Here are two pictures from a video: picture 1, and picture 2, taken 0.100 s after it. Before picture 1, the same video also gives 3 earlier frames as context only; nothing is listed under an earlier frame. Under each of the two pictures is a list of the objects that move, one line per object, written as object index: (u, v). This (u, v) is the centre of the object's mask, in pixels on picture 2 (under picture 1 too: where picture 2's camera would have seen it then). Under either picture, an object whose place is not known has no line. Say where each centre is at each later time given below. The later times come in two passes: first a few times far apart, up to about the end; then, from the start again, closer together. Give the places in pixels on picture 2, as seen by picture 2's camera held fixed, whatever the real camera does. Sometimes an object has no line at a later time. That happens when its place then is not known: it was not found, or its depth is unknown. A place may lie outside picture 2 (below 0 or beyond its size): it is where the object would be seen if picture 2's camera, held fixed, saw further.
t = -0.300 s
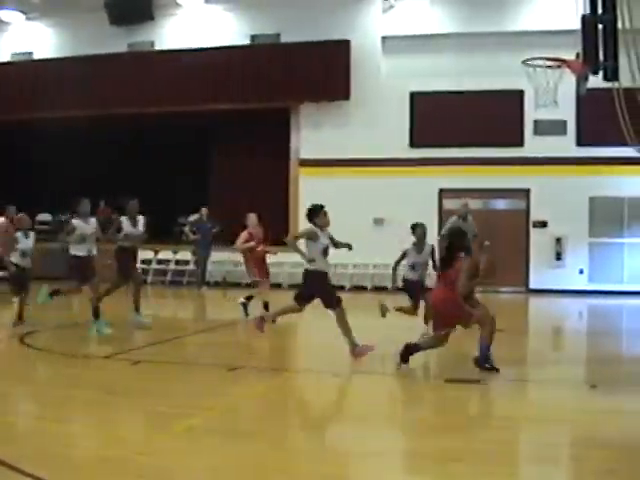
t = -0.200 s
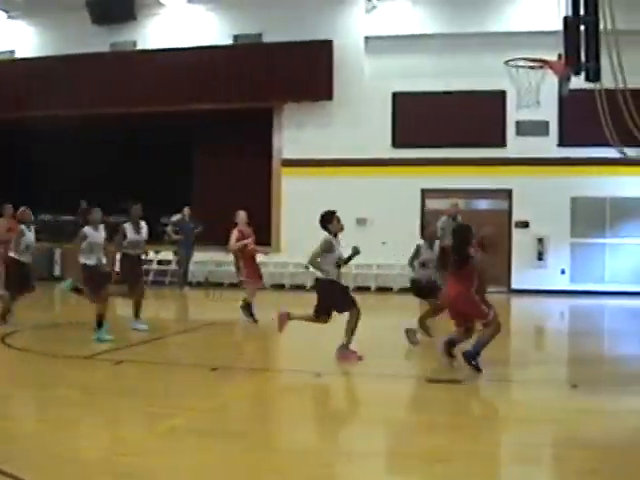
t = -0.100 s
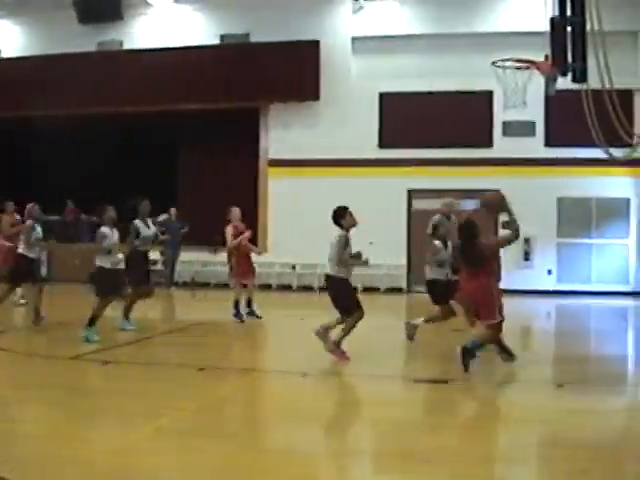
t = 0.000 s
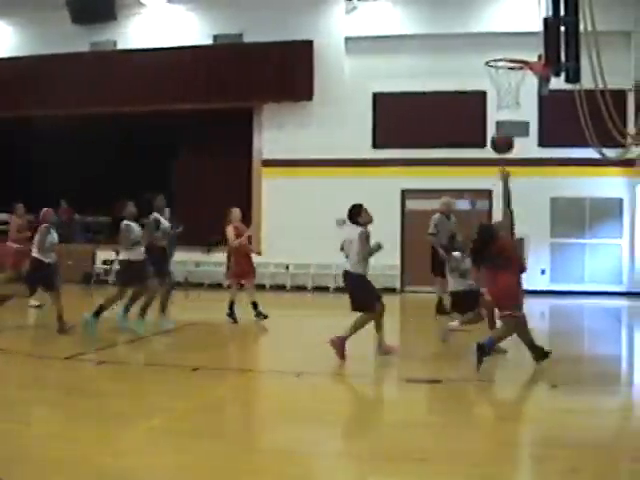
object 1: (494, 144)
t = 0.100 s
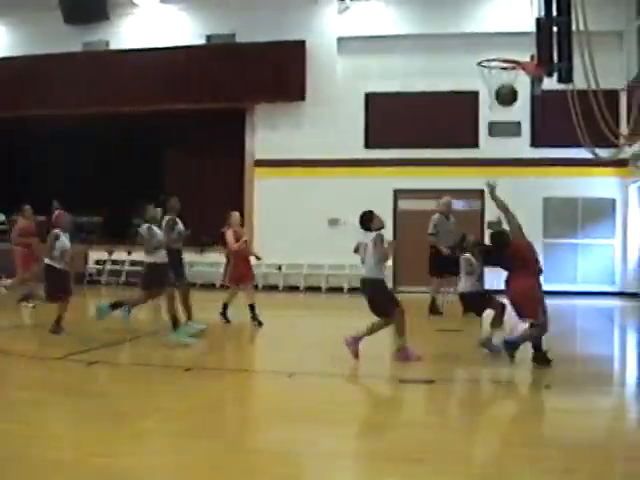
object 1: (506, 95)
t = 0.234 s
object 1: (521, 49)
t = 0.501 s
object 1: (506, 33)
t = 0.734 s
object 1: (495, 39)
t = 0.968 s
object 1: (495, 44)
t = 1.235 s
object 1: (492, 57)
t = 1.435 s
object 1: (489, 99)
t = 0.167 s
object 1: (514, 69)
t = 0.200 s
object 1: (517, 59)
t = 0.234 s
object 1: (521, 49)
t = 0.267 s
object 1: (525, 41)
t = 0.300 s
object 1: (524, 36)
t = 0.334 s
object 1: (521, 33)
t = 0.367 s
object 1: (518, 31)
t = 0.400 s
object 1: (515, 30)
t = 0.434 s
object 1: (512, 30)
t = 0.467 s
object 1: (509, 31)
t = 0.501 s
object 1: (506, 33)
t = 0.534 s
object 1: (503, 36)
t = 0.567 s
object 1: (500, 41)
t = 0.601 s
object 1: (497, 45)
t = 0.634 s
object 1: (496, 46)
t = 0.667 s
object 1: (495, 43)
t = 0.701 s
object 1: (495, 40)
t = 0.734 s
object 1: (495, 39)
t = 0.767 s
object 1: (496, 39)
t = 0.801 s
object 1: (496, 39)
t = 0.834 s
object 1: (496, 40)
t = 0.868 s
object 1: (496, 42)
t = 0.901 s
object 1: (496, 45)
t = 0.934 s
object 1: (496, 47)
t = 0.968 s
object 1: (495, 44)
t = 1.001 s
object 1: (496, 43)
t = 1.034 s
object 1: (495, 42)
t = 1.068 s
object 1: (495, 42)
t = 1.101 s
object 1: (494, 43)
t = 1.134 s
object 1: (494, 45)
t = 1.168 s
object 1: (494, 49)
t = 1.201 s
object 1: (493, 53)
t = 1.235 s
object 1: (492, 57)
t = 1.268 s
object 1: (492, 61)
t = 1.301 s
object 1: (491, 67)
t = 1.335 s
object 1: (490, 73)
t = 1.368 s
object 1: (490, 81)
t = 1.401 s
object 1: (489, 90)
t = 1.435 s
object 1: (489, 99)
